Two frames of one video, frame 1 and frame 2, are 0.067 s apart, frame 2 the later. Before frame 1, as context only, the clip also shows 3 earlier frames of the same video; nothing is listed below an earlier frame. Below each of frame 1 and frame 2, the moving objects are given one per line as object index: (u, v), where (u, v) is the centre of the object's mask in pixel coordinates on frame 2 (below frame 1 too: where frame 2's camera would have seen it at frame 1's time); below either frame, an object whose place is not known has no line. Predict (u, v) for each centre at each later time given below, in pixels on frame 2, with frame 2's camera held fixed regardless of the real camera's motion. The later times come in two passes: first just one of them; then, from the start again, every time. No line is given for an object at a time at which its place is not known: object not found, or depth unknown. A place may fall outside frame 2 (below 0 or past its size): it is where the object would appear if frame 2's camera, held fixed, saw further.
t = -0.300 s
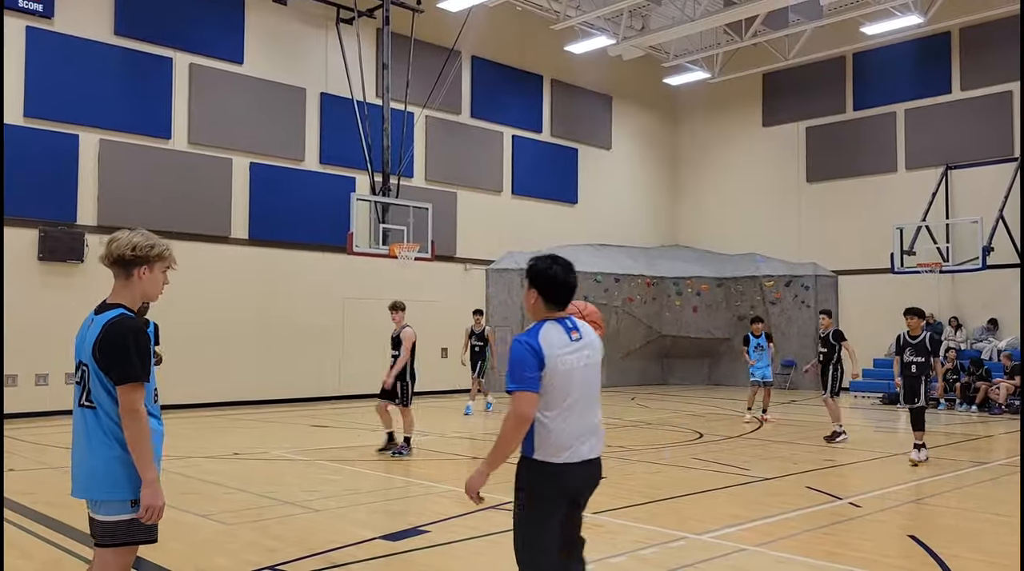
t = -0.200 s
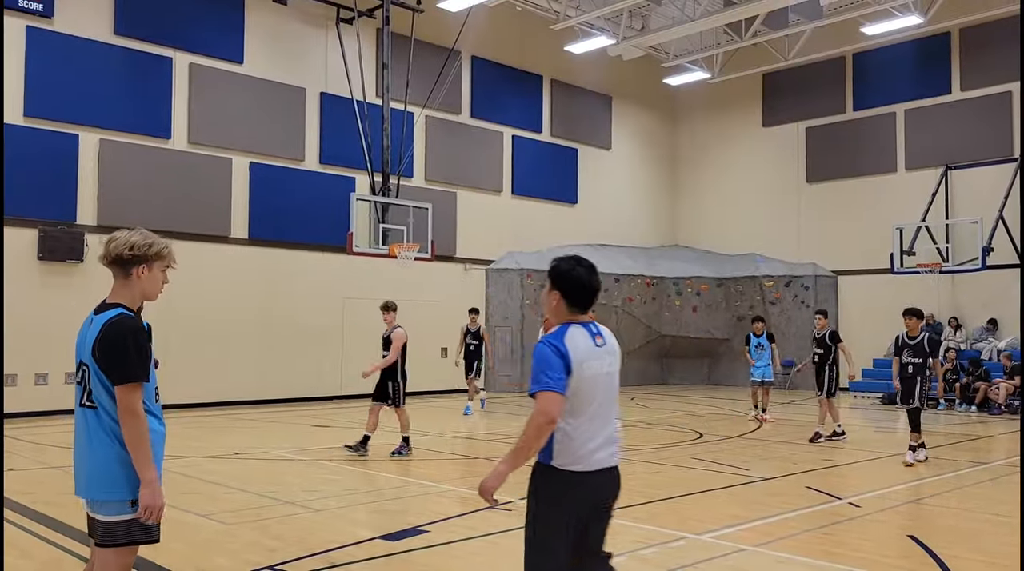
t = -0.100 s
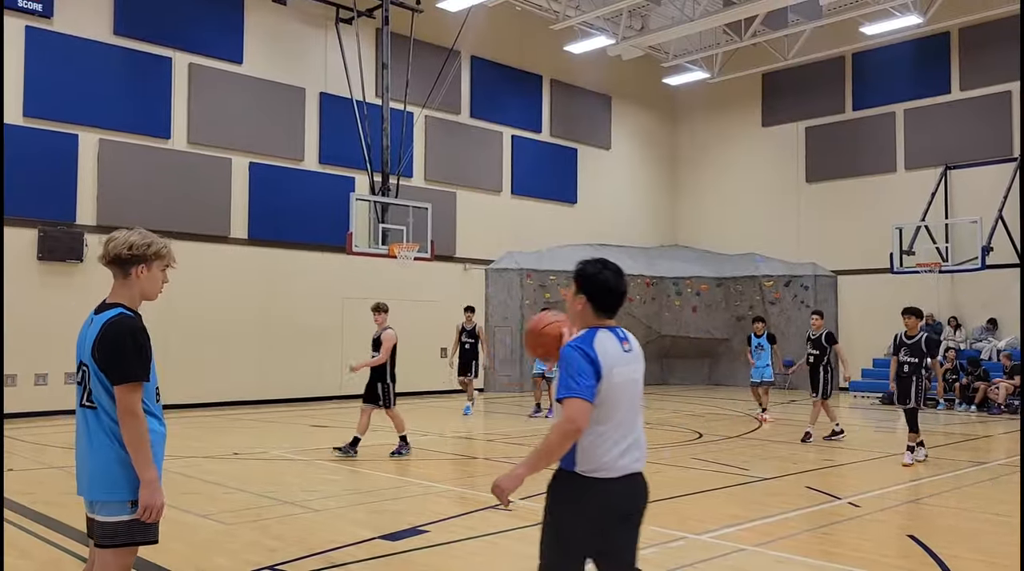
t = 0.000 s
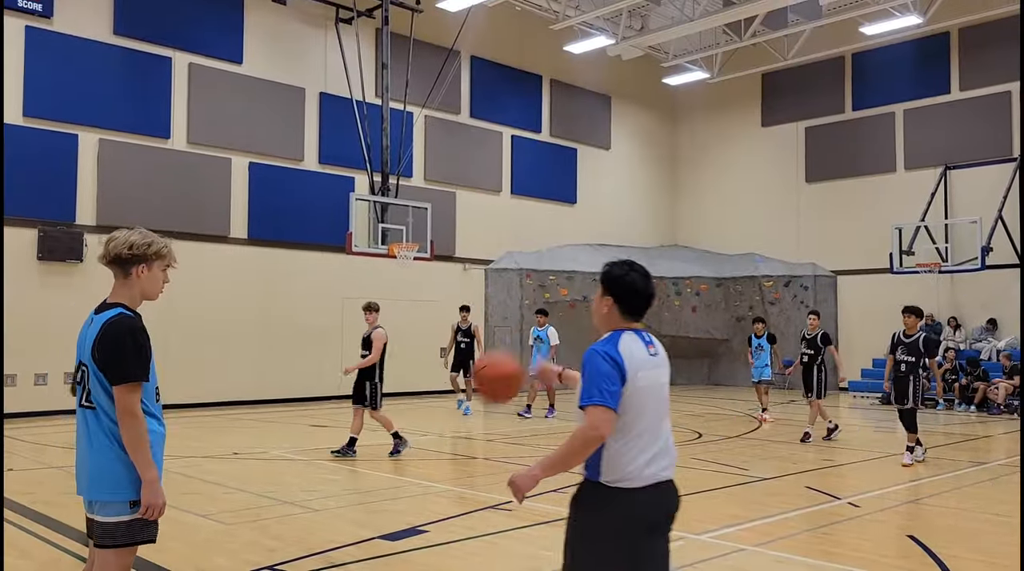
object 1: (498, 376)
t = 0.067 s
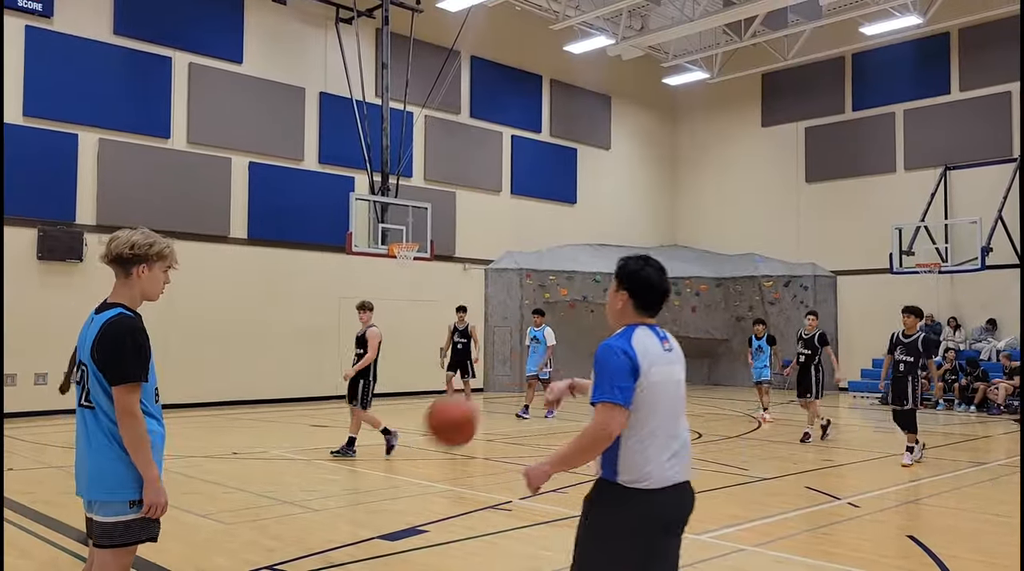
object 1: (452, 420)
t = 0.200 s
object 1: (357, 543)
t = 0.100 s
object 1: (428, 447)
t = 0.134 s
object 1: (405, 476)
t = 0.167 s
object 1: (381, 508)
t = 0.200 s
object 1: (357, 543)
